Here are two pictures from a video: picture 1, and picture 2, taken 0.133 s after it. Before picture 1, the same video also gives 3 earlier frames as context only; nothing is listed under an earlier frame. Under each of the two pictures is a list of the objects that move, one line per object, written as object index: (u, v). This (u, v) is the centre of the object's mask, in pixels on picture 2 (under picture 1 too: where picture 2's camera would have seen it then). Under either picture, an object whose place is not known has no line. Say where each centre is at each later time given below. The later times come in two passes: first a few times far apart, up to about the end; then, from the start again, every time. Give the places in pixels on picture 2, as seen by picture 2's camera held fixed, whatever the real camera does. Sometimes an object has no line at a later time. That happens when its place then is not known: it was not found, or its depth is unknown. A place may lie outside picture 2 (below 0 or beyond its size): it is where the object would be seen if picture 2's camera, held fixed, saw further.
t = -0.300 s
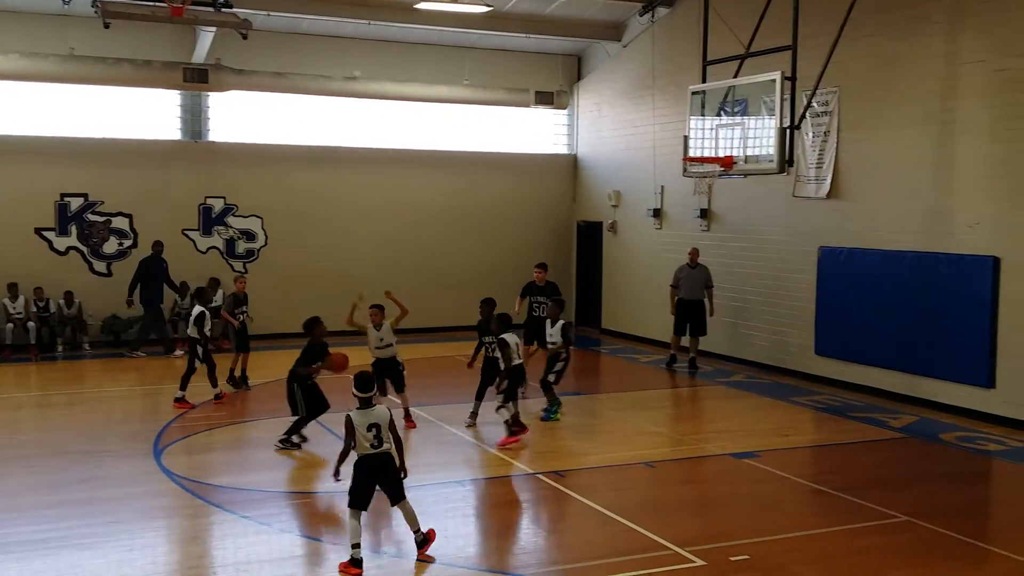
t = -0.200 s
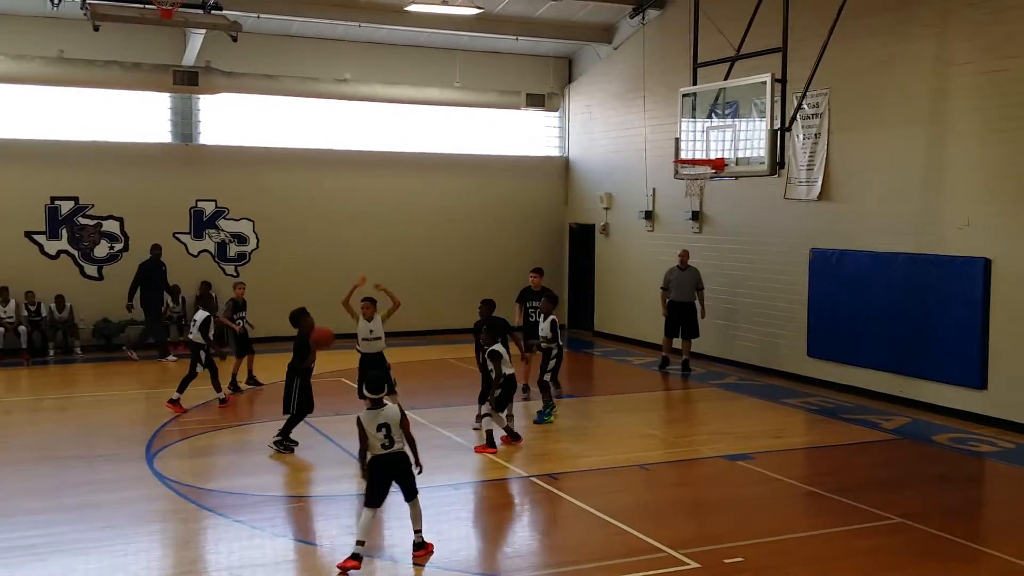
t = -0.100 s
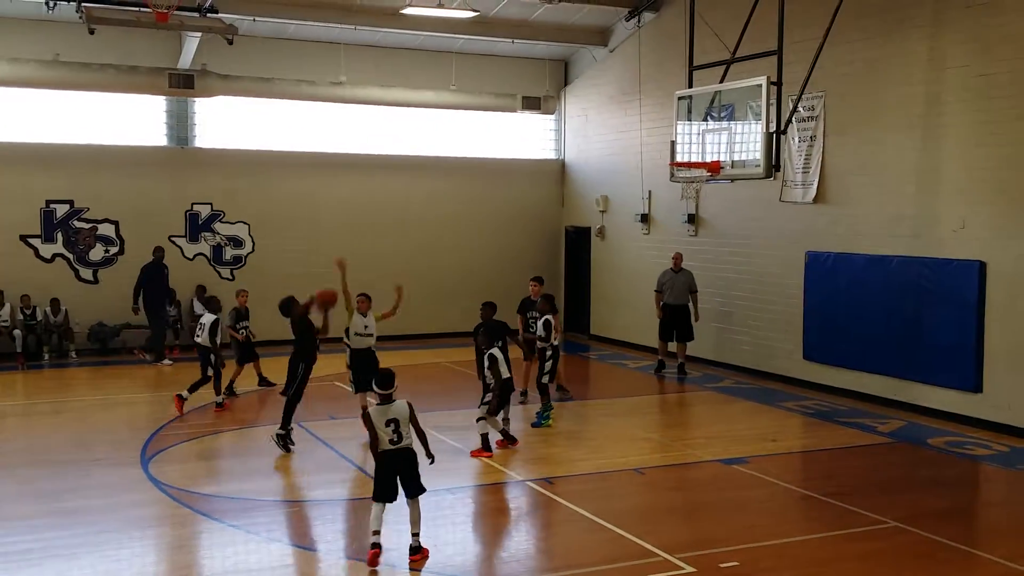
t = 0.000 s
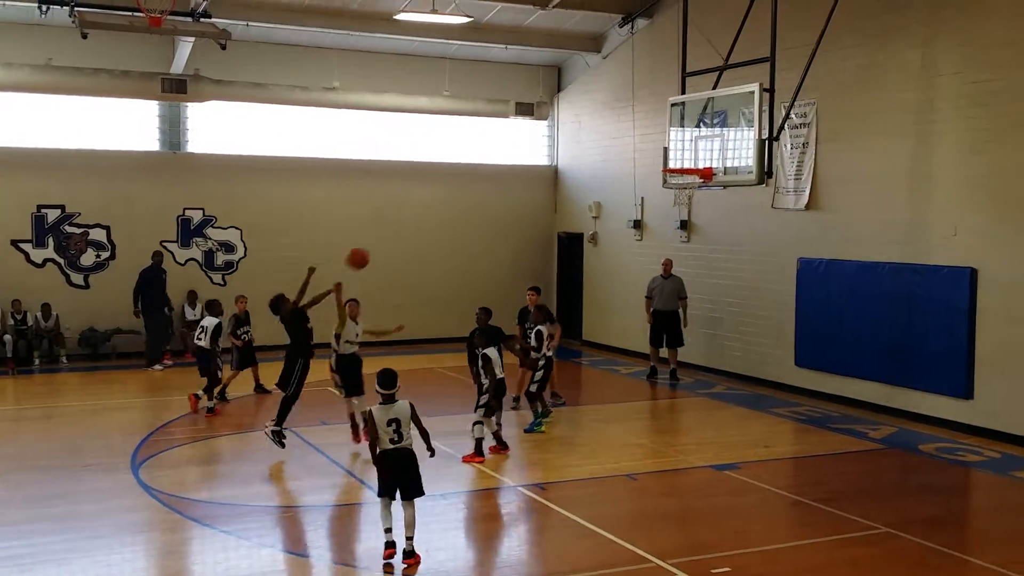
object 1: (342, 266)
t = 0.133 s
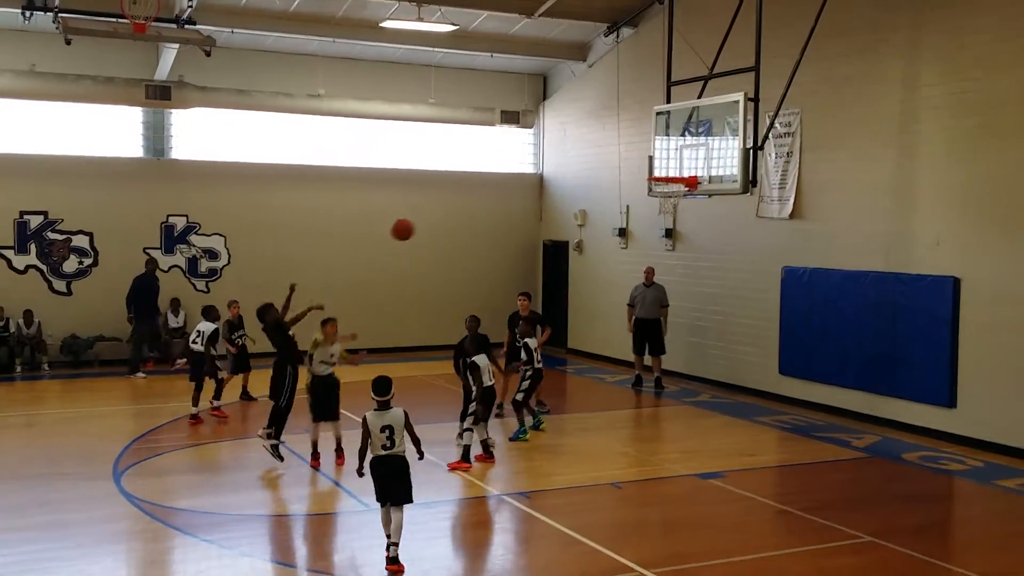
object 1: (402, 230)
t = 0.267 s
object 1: (461, 211)
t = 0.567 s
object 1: (586, 228)
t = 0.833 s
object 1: (689, 313)
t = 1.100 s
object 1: (785, 449)
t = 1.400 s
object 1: (838, 338)
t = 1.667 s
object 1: (885, 306)
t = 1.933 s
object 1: (929, 339)
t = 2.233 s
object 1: (973, 452)
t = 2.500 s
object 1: (1027, 380)
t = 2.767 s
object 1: (1040, 358)
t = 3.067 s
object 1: (1017, 410)
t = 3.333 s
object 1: (1005, 435)
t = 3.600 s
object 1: (1010, 401)
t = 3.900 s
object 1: (1011, 444)
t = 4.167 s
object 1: (1012, 443)
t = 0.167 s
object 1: (417, 223)
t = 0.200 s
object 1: (432, 218)
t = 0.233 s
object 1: (447, 214)
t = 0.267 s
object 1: (461, 211)
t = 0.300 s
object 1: (475, 208)
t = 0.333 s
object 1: (489, 207)
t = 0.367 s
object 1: (503, 207)
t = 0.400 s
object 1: (517, 208)
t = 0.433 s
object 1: (531, 210)
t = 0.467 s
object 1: (545, 213)
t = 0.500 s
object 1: (559, 217)
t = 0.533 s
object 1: (572, 222)
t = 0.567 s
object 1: (586, 228)
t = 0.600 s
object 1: (599, 236)
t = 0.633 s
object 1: (612, 244)
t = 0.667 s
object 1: (626, 253)
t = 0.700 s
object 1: (638, 263)
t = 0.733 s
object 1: (650, 273)
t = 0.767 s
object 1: (664, 285)
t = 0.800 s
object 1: (677, 299)
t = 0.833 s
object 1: (689, 313)
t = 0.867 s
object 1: (702, 327)
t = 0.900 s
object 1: (714, 343)
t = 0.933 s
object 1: (727, 361)
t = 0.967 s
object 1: (739, 379)
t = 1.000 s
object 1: (751, 397)
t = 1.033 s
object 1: (764, 417)
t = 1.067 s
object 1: (776, 438)
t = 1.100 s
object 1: (785, 449)
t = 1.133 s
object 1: (791, 433)
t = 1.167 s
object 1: (797, 418)
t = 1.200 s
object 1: (804, 402)
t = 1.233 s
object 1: (810, 390)
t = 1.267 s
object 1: (815, 377)
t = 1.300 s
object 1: (821, 366)
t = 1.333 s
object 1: (826, 356)
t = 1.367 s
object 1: (831, 346)
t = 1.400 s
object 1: (838, 338)
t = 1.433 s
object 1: (844, 330)
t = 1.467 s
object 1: (849, 325)
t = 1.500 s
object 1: (856, 319)
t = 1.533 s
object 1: (861, 314)
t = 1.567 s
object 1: (867, 311)
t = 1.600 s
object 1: (873, 308)
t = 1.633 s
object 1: (879, 307)
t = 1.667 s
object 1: (885, 306)
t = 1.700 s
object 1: (891, 307)
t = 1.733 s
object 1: (897, 309)
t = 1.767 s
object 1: (902, 312)
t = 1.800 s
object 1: (907, 315)
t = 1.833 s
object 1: (913, 319)
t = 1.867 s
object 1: (919, 325)
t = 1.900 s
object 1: (924, 332)
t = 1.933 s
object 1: (929, 339)
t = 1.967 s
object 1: (934, 348)
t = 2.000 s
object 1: (938, 355)
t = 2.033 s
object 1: (943, 365)
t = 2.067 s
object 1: (949, 377)
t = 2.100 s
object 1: (954, 390)
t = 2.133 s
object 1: (959, 404)
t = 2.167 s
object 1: (964, 420)
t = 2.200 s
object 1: (969, 434)
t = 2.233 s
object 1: (973, 452)
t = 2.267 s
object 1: (979, 450)
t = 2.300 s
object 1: (987, 435)
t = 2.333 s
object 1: (994, 423)
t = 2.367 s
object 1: (1001, 413)
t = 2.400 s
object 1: (1008, 403)
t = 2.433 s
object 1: (1013, 394)
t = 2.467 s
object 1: (1020, 387)
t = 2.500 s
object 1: (1027, 380)
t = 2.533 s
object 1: (1034, 374)
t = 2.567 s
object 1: (1040, 369)
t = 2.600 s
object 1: (1047, 366)
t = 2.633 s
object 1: (1051, 363)
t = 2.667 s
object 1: (1048, 360)
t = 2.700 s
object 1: (1046, 359)
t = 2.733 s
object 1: (1043, 358)
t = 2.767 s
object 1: (1040, 358)
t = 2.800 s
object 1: (1037, 360)
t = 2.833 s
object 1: (1035, 363)
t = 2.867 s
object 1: (1033, 366)
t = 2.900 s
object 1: (1031, 371)
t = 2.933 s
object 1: (1028, 376)
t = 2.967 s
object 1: (1025, 383)
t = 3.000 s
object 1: (1023, 391)
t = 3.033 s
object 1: (1020, 400)
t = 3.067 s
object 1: (1017, 410)
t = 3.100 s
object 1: (1014, 422)
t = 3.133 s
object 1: (1011, 434)
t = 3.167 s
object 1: (1009, 448)
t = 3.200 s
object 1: (1006, 462)
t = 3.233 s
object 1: (1006, 463)
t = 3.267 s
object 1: (1003, 455)
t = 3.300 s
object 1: (1004, 443)
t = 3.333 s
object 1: (1005, 435)
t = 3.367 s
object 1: (1006, 426)
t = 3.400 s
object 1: (1007, 419)
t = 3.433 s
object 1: (1008, 414)
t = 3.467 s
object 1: (1009, 409)
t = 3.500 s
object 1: (1008, 406)
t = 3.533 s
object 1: (1009, 403)
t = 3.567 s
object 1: (1010, 401)
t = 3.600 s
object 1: (1010, 401)
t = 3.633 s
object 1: (1010, 401)
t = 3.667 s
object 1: (1011, 403)
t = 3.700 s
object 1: (1011, 405)
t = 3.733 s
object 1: (1011, 409)
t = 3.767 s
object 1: (1011, 413)
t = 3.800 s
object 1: (1012, 418)
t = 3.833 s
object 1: (1012, 426)
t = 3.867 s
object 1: (1011, 434)
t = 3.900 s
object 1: (1011, 444)
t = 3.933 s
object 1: (1011, 454)
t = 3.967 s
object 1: (1012, 463)
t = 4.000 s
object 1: (1011, 477)
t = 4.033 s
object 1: (1012, 472)
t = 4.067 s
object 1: (1012, 462)
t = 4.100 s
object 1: (1012, 455)
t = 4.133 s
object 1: (1013, 448)
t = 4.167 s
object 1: (1012, 443)
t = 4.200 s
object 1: (1013, 437)
